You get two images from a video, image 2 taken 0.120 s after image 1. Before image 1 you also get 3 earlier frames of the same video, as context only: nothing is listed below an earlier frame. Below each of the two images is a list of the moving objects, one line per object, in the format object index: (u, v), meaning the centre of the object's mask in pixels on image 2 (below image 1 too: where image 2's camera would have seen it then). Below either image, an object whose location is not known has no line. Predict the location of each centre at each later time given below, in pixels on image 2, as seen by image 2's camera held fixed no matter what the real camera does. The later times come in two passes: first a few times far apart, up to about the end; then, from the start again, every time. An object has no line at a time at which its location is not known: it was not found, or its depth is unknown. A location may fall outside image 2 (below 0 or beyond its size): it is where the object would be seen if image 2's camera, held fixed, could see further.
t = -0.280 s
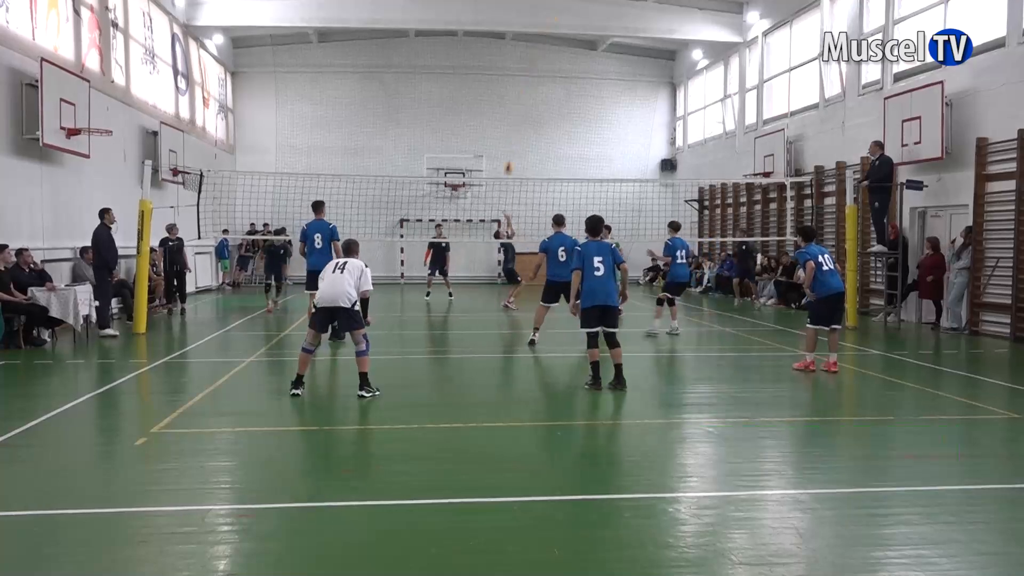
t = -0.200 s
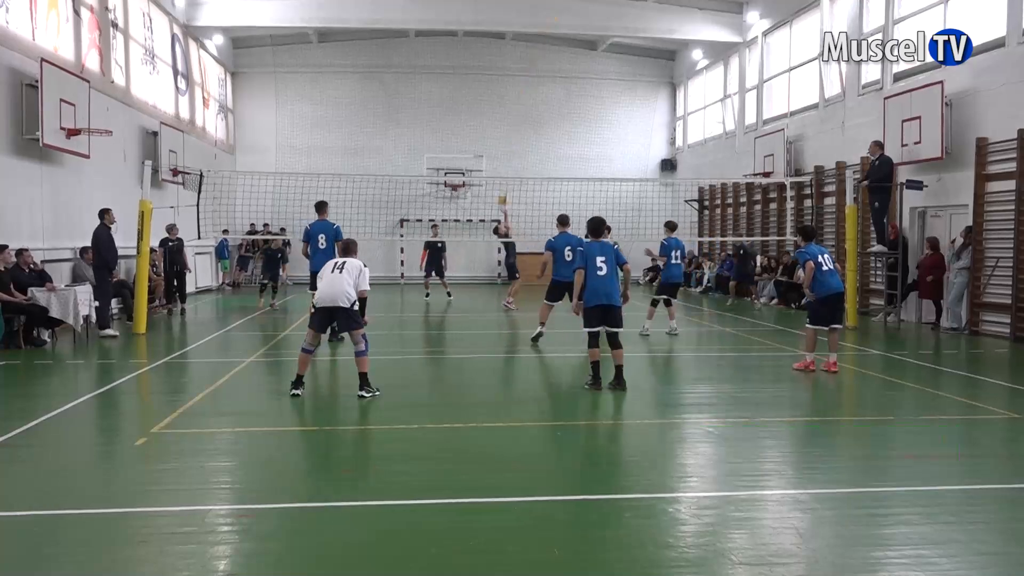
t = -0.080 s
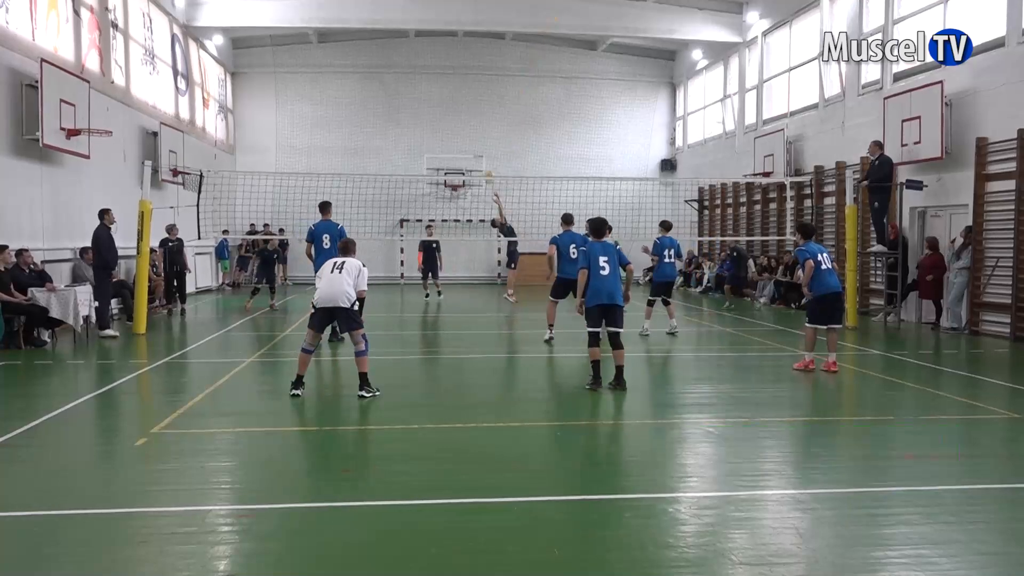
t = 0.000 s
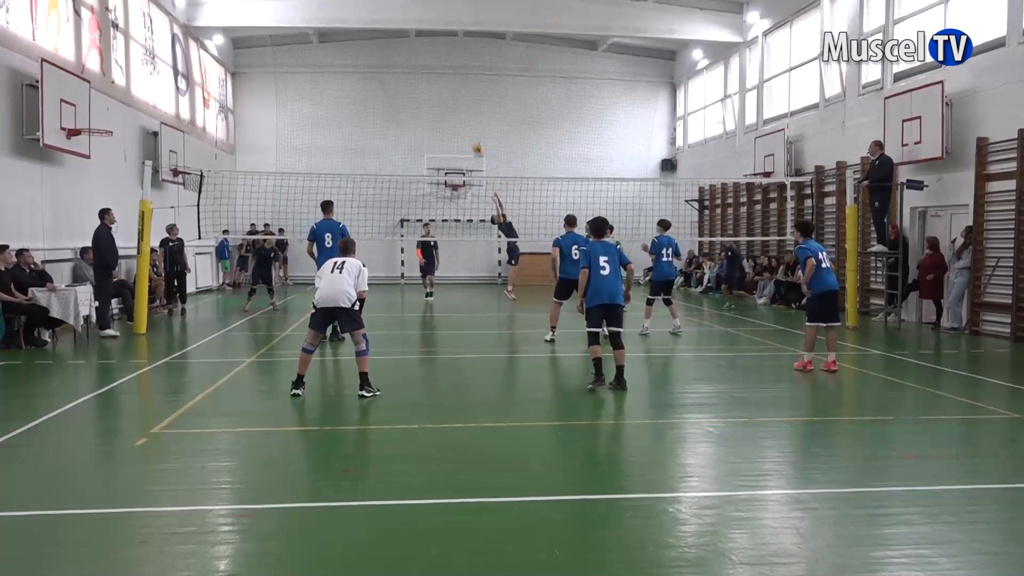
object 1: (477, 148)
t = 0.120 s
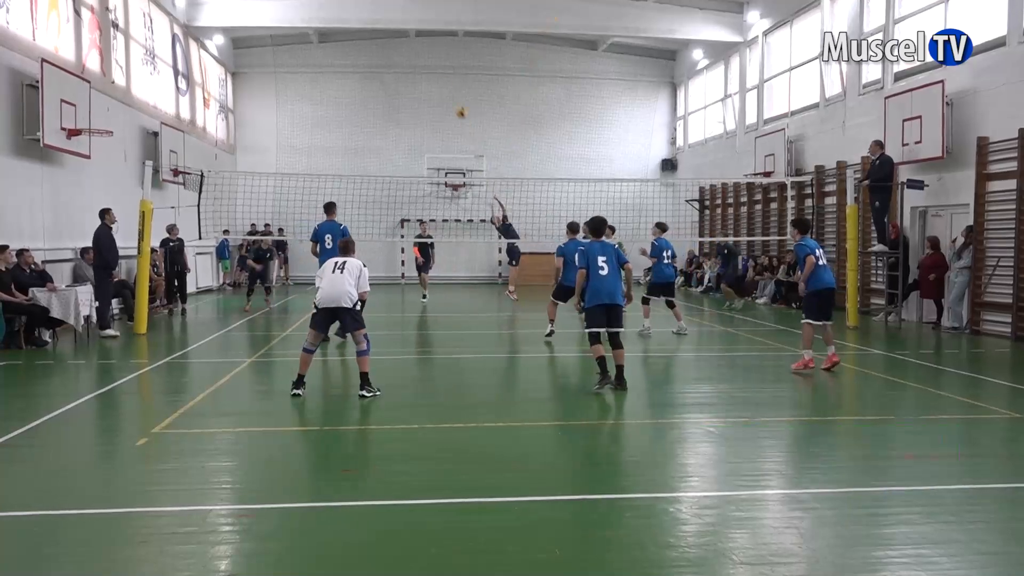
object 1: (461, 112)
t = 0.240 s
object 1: (444, 83)
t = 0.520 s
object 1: (402, 45)
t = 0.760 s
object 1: (365, 45)
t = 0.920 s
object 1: (341, 62)
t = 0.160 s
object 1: (455, 102)
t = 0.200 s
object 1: (449, 92)
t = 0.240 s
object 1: (444, 83)
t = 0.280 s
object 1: (438, 75)
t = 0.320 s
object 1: (432, 68)
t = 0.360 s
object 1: (426, 62)
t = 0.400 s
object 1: (420, 56)
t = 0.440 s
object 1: (414, 52)
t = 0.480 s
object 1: (408, 48)
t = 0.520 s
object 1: (402, 45)
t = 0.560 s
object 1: (396, 43)
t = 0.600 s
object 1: (390, 41)
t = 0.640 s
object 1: (384, 41)
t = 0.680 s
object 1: (378, 41)
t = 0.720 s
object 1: (372, 42)
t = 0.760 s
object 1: (365, 45)
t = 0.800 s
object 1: (359, 48)
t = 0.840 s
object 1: (353, 51)
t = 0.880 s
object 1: (347, 56)
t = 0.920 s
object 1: (341, 62)
